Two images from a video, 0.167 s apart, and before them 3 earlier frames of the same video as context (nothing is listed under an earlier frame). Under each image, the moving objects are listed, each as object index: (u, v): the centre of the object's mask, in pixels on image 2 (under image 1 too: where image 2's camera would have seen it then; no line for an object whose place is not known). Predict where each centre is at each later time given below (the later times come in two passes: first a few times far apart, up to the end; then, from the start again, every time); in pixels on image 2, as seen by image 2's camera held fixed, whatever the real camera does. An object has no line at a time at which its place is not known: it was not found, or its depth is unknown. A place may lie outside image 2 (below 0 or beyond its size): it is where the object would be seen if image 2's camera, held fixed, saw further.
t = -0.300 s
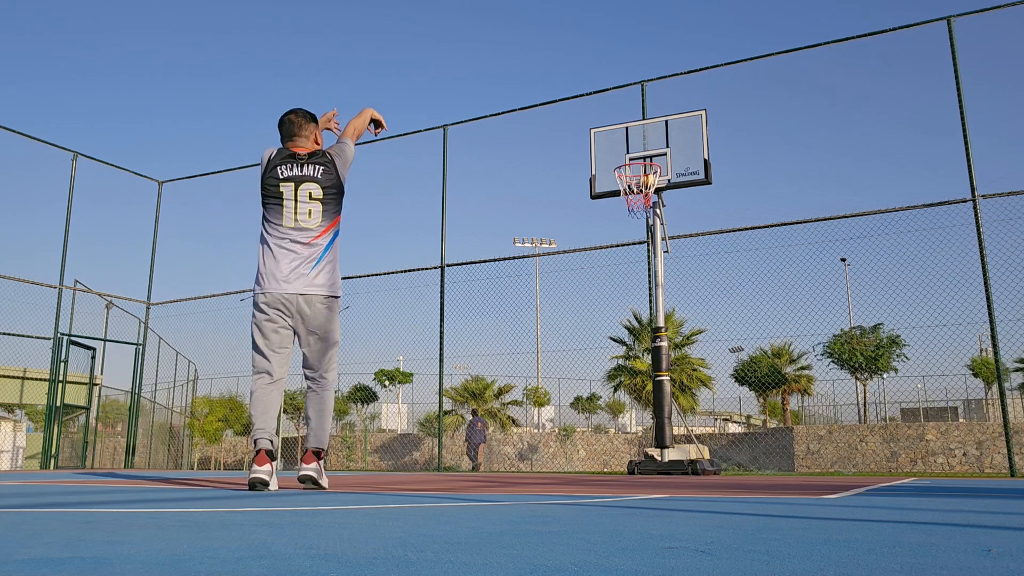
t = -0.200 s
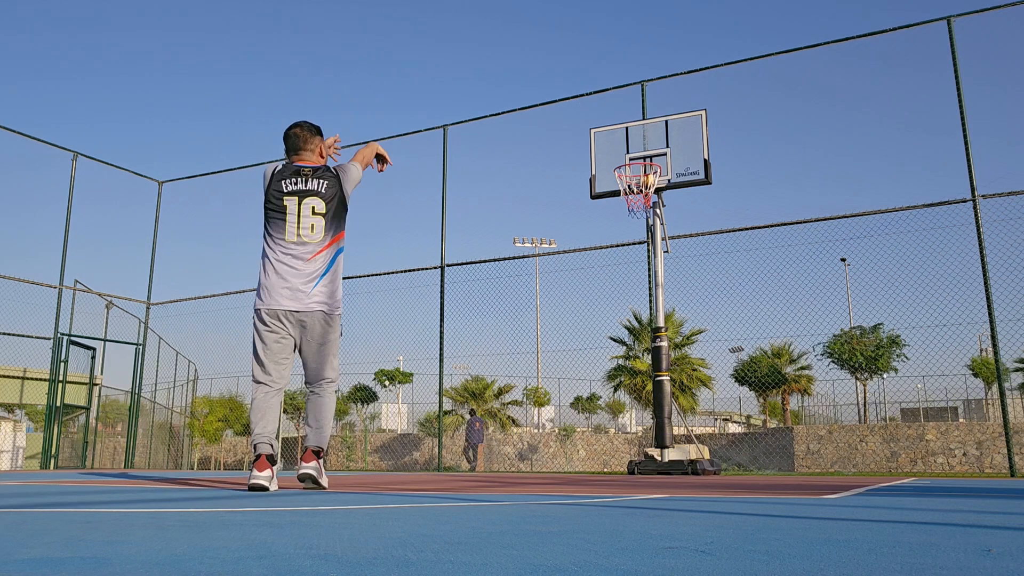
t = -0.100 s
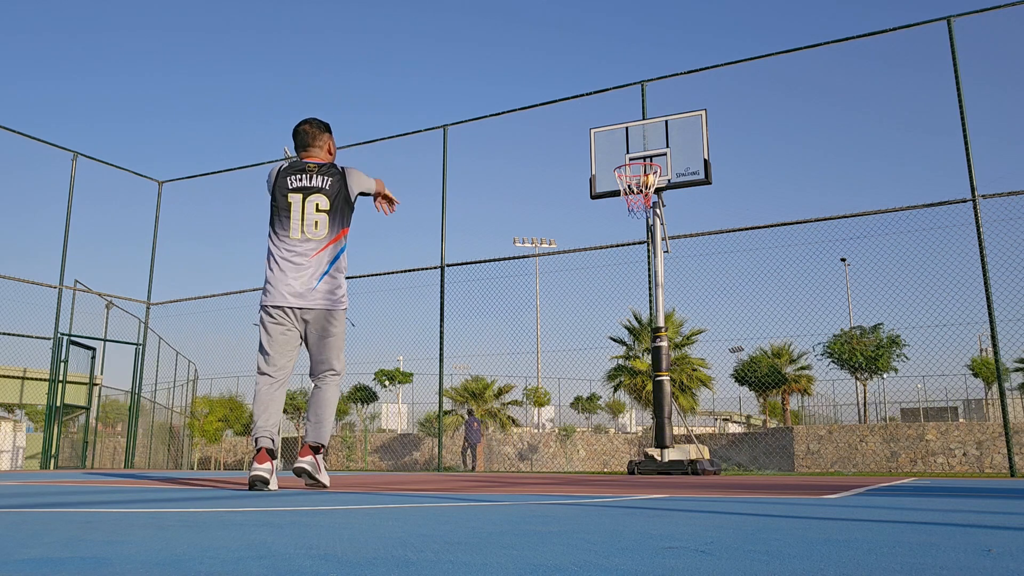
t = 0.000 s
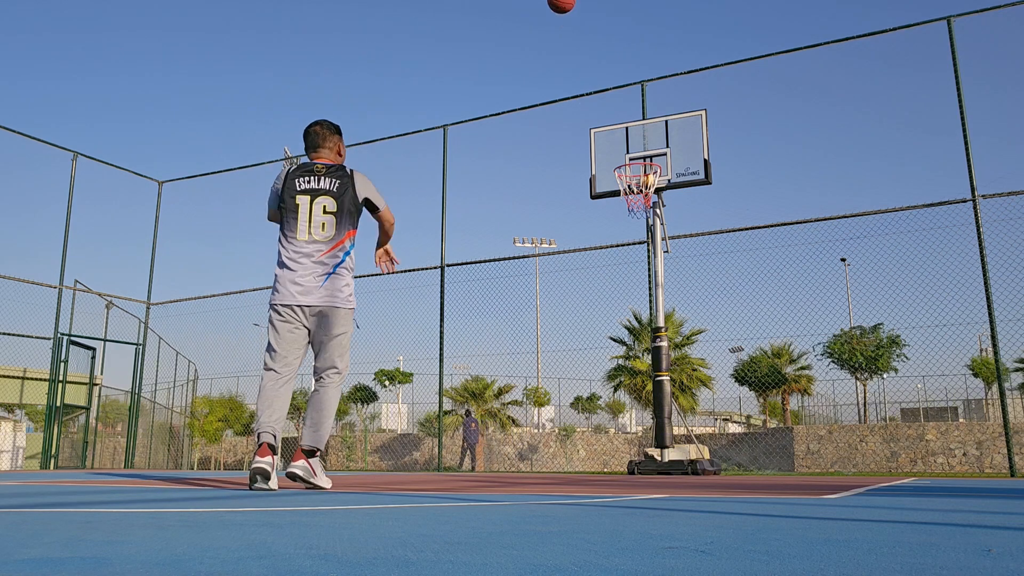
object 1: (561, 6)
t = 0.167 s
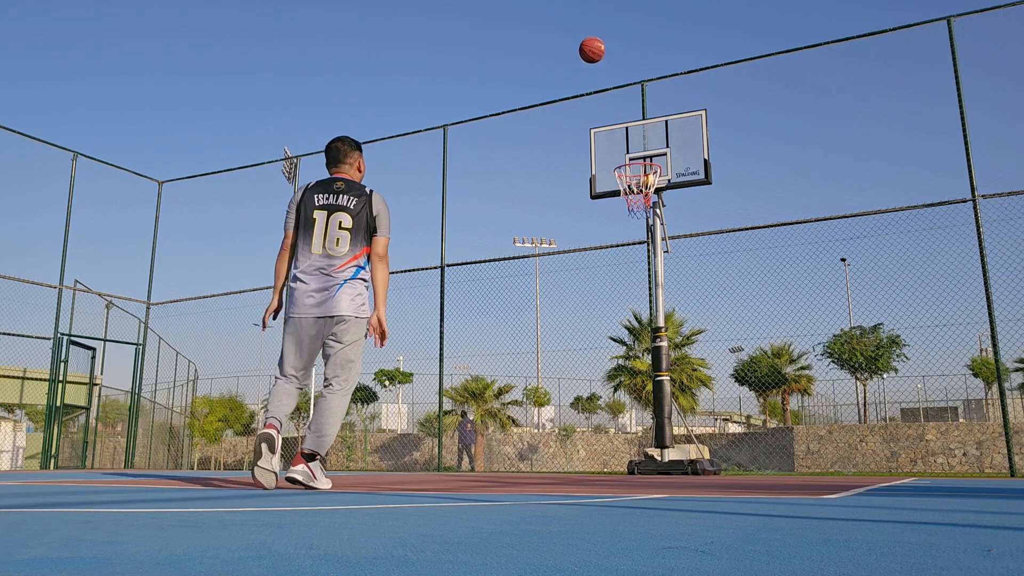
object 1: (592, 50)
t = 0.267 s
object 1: (608, 88)
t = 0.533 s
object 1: (642, 196)
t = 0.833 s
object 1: (643, 239)
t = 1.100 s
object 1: (647, 353)
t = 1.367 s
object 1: (651, 409)
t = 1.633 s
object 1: (651, 307)
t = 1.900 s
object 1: (655, 277)
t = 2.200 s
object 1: (664, 330)
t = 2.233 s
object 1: (665, 342)
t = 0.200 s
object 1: (597, 62)
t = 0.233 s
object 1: (603, 75)
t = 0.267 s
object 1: (608, 88)
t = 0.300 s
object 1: (613, 102)
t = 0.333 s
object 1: (618, 117)
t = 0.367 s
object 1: (623, 133)
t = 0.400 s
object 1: (628, 148)
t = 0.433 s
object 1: (632, 164)
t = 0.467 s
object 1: (636, 182)
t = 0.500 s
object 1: (640, 193)
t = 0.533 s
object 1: (642, 196)
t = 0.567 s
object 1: (642, 198)
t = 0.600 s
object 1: (643, 200)
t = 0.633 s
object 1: (642, 202)
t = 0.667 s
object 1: (642, 206)
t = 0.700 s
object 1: (642, 211)
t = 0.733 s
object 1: (642, 216)
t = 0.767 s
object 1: (643, 223)
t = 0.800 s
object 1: (643, 230)
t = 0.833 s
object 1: (643, 239)
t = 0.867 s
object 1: (643, 249)
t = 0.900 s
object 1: (644, 260)
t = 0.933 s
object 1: (644, 272)
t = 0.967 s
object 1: (644, 286)
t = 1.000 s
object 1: (645, 300)
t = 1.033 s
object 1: (645, 316)
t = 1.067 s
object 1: (646, 334)
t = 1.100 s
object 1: (647, 353)
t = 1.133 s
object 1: (648, 372)
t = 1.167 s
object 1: (649, 394)
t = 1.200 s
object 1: (650, 417)
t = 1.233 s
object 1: (651, 442)
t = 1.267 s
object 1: (651, 465)
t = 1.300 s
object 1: (651, 446)
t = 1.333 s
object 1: (651, 427)
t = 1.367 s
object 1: (651, 409)
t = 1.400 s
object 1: (651, 392)
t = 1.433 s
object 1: (650, 376)
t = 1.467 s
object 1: (650, 361)
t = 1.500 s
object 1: (650, 349)
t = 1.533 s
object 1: (650, 336)
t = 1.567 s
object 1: (651, 325)
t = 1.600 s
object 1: (650, 316)
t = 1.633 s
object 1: (651, 307)
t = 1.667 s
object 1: (651, 299)
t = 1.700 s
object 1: (651, 293)
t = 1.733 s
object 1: (652, 287)
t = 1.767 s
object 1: (652, 283)
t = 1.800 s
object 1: (653, 280)
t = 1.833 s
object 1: (653, 278)
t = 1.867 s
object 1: (654, 277)
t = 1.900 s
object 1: (655, 277)
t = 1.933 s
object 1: (656, 278)
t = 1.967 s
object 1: (656, 280)
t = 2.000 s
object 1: (657, 284)
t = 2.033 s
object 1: (658, 288)
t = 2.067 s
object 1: (659, 294)
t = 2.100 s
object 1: (660, 301)
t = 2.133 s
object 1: (661, 310)
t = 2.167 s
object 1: (662, 319)
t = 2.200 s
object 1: (664, 330)
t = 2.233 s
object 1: (665, 342)
